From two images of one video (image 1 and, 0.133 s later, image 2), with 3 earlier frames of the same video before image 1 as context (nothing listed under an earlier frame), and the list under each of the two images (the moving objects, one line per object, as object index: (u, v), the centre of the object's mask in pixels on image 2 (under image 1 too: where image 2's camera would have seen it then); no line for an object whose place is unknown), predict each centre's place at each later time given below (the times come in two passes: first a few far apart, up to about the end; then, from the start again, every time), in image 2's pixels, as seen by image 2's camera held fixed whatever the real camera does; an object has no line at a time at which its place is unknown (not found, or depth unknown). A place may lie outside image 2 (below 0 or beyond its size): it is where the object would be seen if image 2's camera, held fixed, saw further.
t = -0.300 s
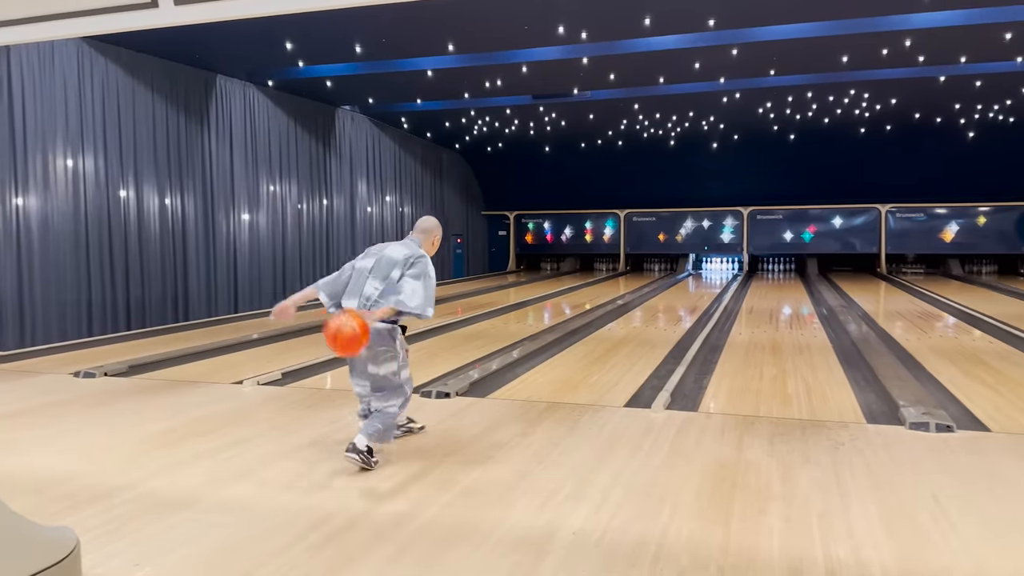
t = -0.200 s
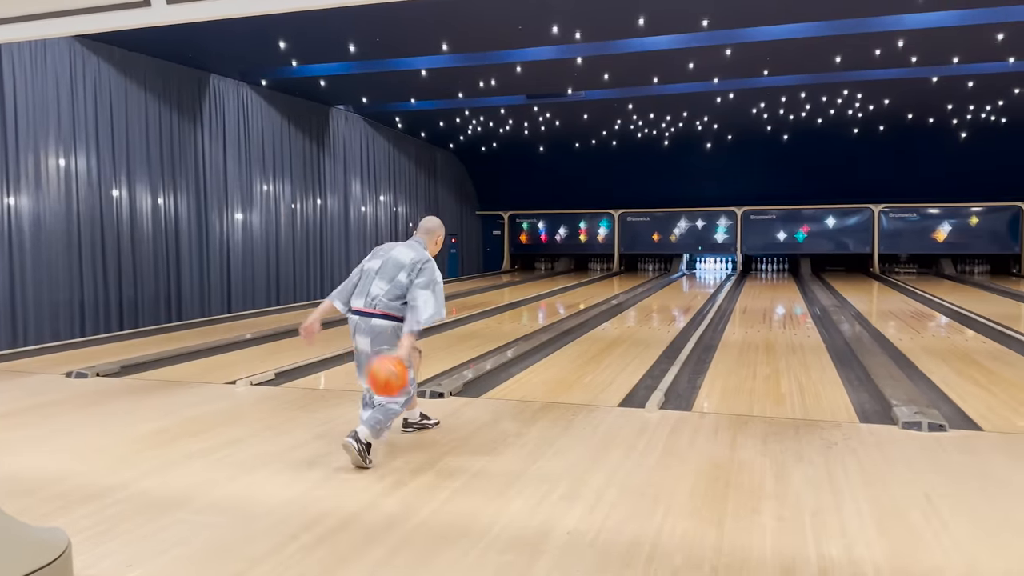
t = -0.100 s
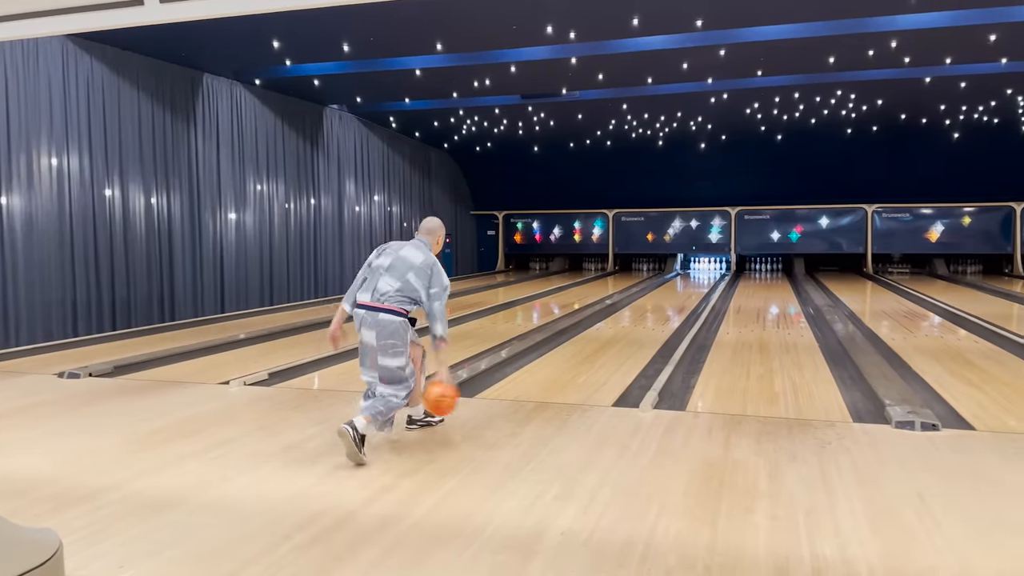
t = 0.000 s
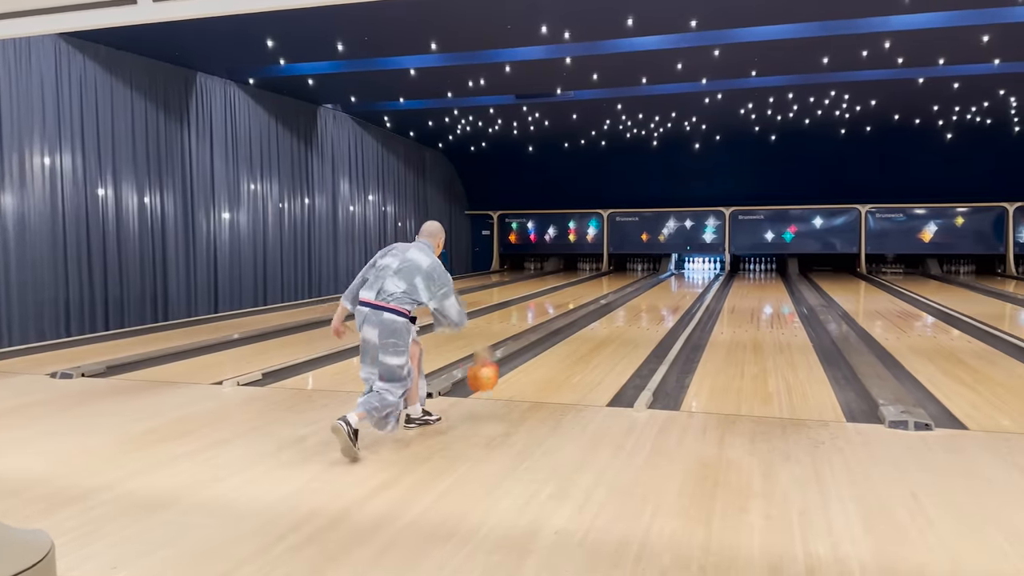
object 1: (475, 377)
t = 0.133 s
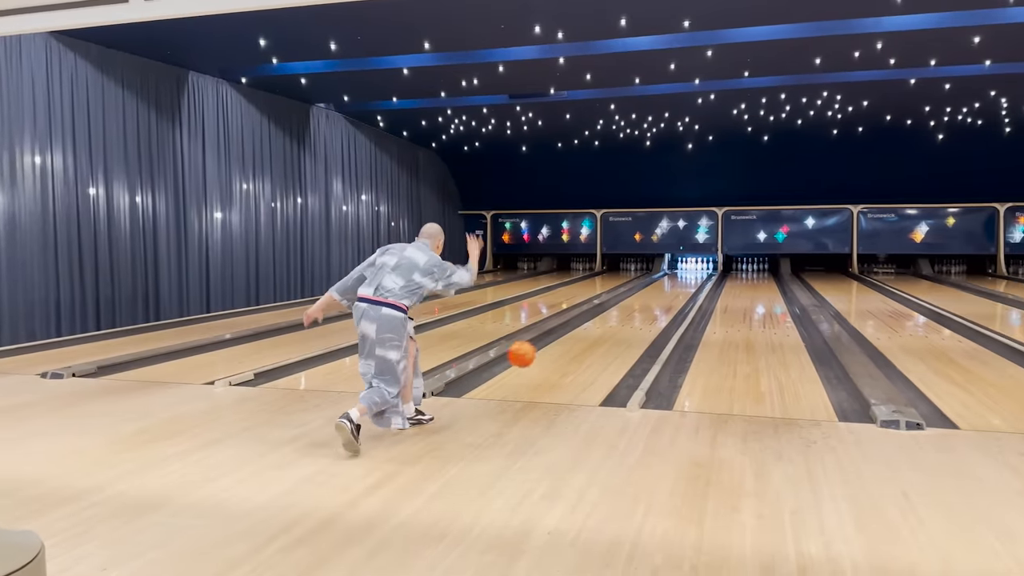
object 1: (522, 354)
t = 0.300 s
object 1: (563, 354)
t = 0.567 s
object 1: (606, 330)
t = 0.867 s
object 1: (635, 313)
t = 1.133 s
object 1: (652, 302)
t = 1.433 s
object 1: (665, 294)
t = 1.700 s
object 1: (673, 288)
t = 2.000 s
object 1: (680, 282)
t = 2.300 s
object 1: (684, 279)
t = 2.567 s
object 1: (686, 276)
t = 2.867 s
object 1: (689, 273)
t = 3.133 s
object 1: (690, 271)
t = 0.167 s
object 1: (531, 353)
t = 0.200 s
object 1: (540, 353)
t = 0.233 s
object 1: (548, 354)
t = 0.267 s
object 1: (556, 358)
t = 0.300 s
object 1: (563, 354)
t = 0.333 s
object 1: (569, 350)
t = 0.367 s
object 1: (575, 347)
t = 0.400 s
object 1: (582, 345)
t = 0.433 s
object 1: (588, 341)
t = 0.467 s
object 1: (592, 338)
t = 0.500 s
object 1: (596, 336)
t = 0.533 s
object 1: (602, 333)
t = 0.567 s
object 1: (606, 330)
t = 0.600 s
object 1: (610, 328)
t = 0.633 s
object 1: (614, 325)
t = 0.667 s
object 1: (617, 324)
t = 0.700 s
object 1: (621, 322)
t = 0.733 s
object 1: (624, 320)
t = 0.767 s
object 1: (627, 318)
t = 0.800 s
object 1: (629, 316)
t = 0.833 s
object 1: (632, 315)
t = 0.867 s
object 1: (635, 313)
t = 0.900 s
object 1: (637, 312)
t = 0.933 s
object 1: (640, 310)
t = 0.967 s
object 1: (642, 309)
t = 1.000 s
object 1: (644, 307)
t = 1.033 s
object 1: (646, 306)
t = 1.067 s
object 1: (648, 305)
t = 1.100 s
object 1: (650, 303)
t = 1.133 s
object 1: (652, 302)
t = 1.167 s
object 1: (654, 301)
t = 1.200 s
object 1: (656, 300)
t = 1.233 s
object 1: (657, 299)
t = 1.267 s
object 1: (659, 298)
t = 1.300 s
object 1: (660, 298)
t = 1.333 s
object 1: (662, 297)
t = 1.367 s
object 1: (663, 296)
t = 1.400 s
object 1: (664, 295)
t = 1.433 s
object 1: (665, 294)
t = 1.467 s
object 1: (667, 294)
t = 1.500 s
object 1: (668, 292)
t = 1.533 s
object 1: (669, 291)
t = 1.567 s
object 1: (670, 290)
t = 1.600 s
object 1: (671, 289)
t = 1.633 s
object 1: (671, 289)
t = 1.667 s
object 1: (672, 288)
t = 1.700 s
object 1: (673, 288)
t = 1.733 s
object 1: (674, 287)
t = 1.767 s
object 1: (675, 286)
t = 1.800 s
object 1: (676, 286)
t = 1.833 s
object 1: (676, 286)
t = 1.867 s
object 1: (677, 285)
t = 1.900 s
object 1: (678, 284)
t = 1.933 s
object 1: (678, 284)
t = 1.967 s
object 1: (679, 283)
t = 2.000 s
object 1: (680, 282)
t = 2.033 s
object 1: (680, 282)
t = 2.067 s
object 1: (681, 281)
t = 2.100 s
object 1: (681, 281)
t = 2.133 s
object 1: (682, 281)
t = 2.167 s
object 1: (682, 280)
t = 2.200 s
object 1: (683, 280)
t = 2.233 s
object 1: (684, 279)
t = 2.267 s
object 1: (684, 279)
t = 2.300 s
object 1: (684, 279)
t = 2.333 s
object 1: (685, 278)
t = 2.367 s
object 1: (685, 278)
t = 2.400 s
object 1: (685, 278)
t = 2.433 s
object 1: (685, 277)
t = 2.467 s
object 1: (685, 277)
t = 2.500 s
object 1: (686, 276)
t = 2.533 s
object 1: (686, 276)
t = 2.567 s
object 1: (686, 276)
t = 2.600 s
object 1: (686, 276)
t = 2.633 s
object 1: (686, 275)
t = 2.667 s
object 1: (687, 275)
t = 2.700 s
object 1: (688, 274)
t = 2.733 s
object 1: (688, 274)
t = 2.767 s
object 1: (688, 274)
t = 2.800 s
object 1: (688, 274)
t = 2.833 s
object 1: (688, 274)
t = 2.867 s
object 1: (689, 273)
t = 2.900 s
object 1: (689, 273)
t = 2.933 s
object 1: (690, 272)
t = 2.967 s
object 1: (690, 272)
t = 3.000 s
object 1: (689, 272)
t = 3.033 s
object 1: (689, 272)
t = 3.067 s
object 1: (690, 271)
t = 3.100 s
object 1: (690, 271)
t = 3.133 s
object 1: (690, 271)
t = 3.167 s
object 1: (690, 272)
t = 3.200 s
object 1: (690, 272)
